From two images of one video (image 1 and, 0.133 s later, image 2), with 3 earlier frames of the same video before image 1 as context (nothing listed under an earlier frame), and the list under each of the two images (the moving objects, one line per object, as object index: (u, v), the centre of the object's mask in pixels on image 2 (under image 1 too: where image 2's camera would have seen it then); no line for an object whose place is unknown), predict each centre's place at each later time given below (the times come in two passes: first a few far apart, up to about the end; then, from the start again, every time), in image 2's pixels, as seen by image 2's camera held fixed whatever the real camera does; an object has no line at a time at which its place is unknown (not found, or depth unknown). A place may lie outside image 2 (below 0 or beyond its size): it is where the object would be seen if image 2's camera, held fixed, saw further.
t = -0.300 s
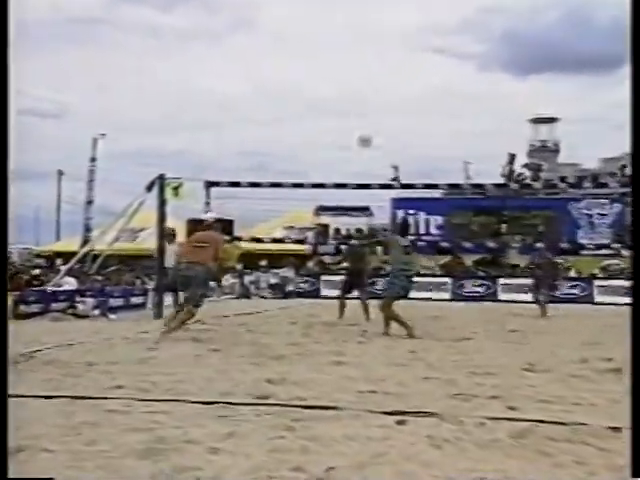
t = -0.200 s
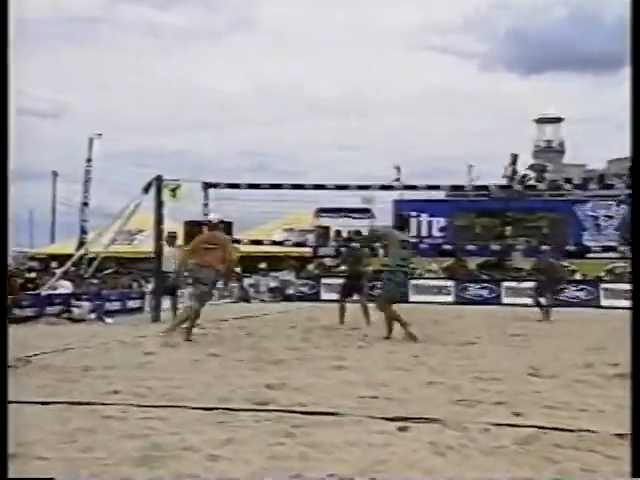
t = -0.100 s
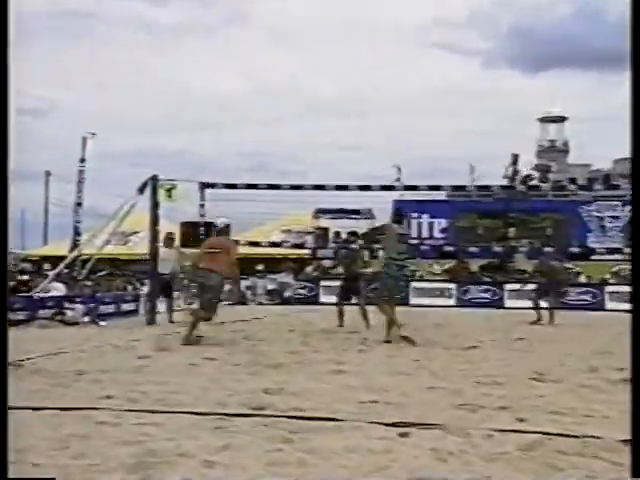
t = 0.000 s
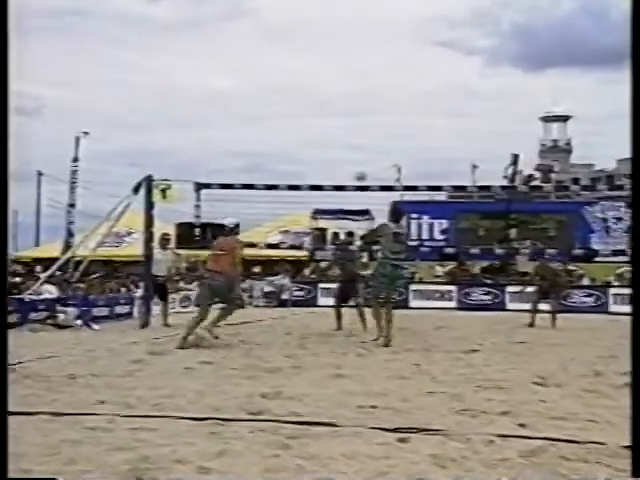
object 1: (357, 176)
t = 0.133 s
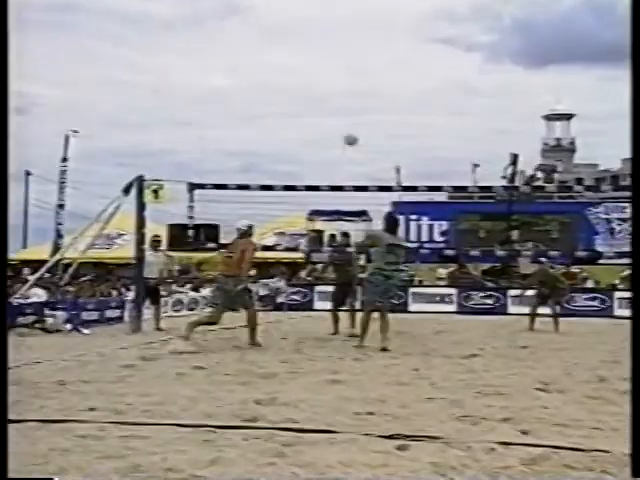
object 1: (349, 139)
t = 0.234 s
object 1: (344, 120)
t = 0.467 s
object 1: (331, 103)
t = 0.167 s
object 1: (347, 132)
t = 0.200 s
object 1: (345, 126)
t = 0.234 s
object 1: (344, 120)
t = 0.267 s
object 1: (342, 115)
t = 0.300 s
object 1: (340, 111)
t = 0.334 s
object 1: (337, 106)
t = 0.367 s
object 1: (337, 106)
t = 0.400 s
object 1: (335, 104)
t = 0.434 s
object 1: (333, 103)
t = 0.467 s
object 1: (331, 103)
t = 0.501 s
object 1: (330, 103)
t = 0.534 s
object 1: (328, 104)
